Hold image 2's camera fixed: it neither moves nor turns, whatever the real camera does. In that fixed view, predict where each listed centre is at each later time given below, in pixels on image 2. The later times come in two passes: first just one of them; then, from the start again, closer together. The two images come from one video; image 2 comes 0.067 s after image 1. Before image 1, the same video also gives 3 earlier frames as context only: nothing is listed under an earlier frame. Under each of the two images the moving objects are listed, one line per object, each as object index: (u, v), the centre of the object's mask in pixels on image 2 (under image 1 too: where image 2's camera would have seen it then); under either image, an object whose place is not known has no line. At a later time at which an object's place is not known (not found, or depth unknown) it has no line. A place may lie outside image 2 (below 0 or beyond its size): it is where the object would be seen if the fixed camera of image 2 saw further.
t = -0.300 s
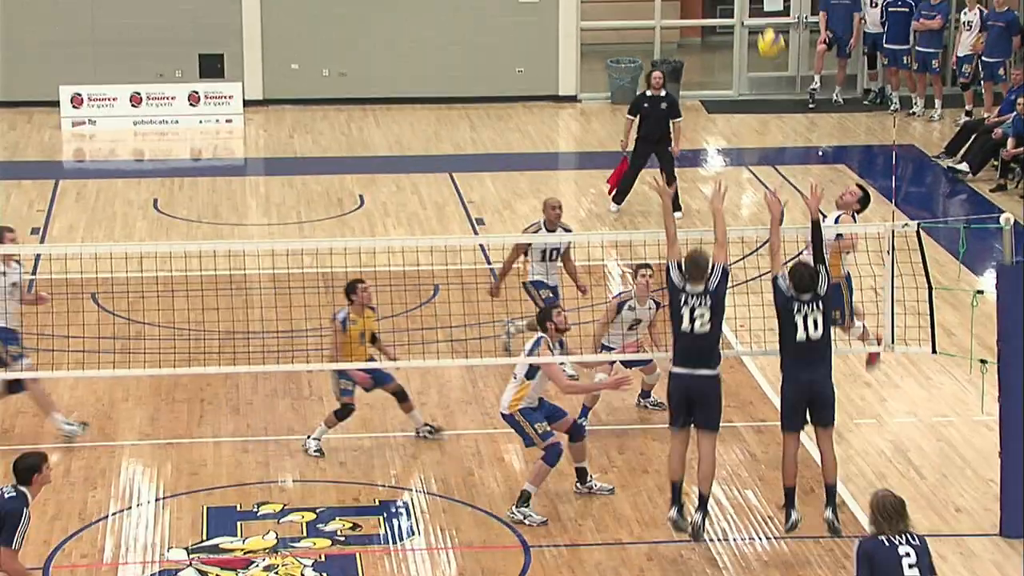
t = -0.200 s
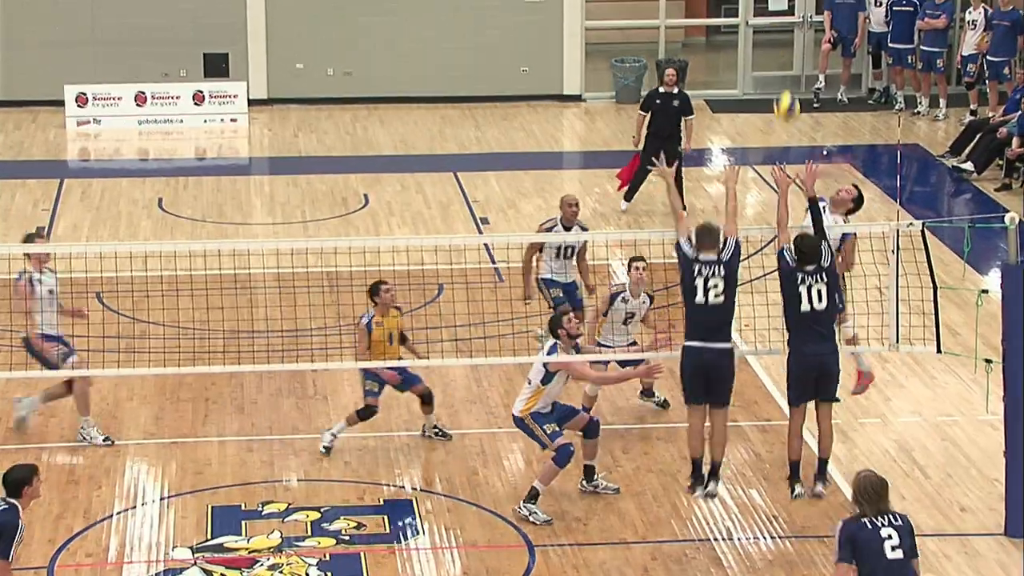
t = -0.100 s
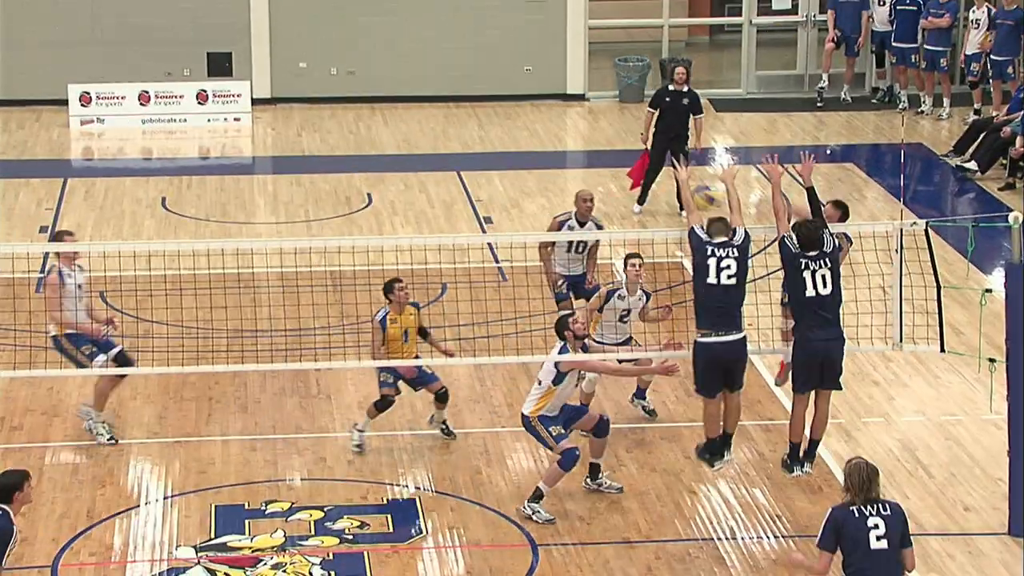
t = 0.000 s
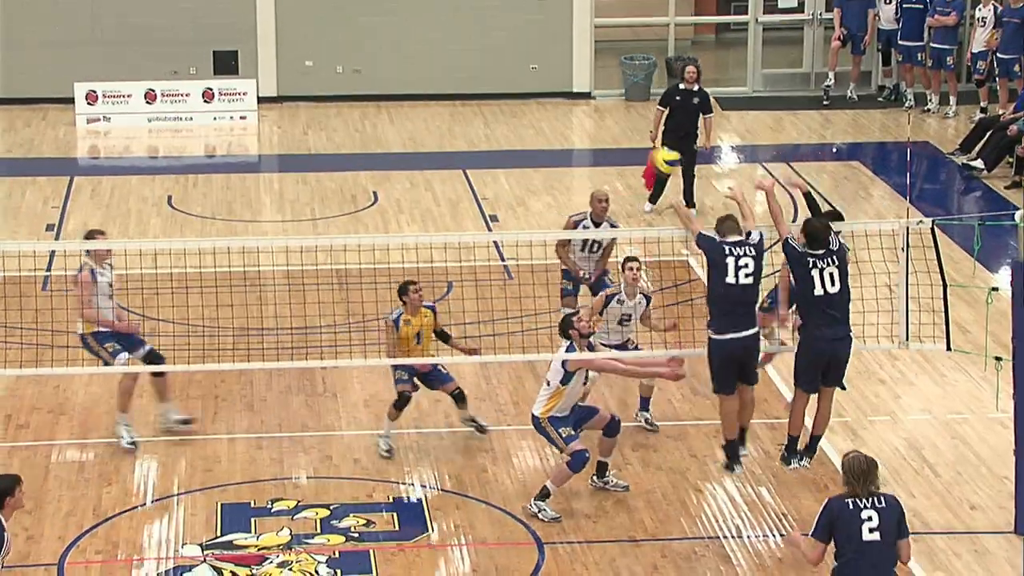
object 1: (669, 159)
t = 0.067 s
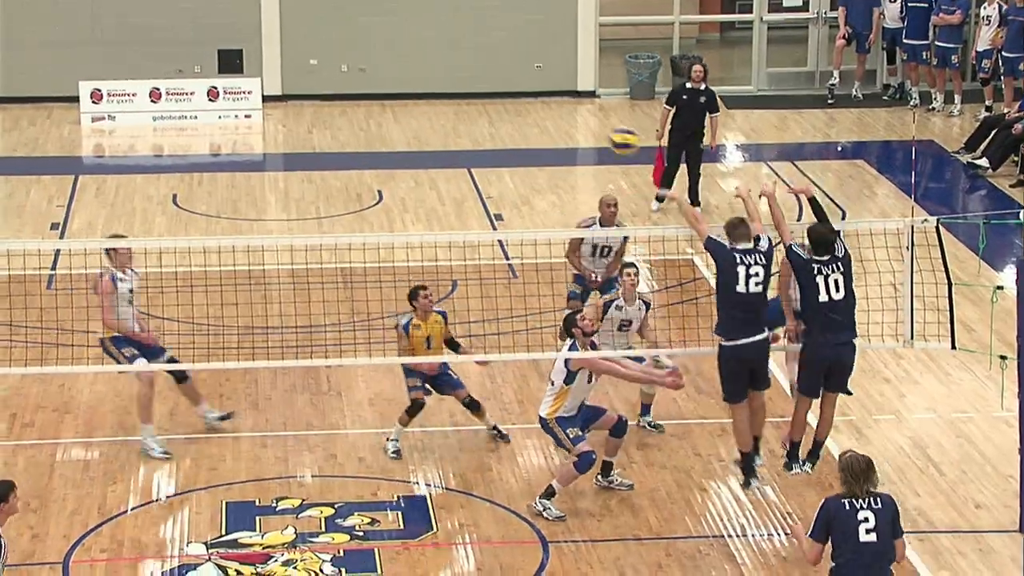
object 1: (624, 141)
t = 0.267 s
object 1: (488, 112)
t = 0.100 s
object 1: (601, 132)
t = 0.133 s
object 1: (577, 126)
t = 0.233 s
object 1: (509, 113)
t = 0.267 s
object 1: (488, 112)
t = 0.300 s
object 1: (465, 114)
